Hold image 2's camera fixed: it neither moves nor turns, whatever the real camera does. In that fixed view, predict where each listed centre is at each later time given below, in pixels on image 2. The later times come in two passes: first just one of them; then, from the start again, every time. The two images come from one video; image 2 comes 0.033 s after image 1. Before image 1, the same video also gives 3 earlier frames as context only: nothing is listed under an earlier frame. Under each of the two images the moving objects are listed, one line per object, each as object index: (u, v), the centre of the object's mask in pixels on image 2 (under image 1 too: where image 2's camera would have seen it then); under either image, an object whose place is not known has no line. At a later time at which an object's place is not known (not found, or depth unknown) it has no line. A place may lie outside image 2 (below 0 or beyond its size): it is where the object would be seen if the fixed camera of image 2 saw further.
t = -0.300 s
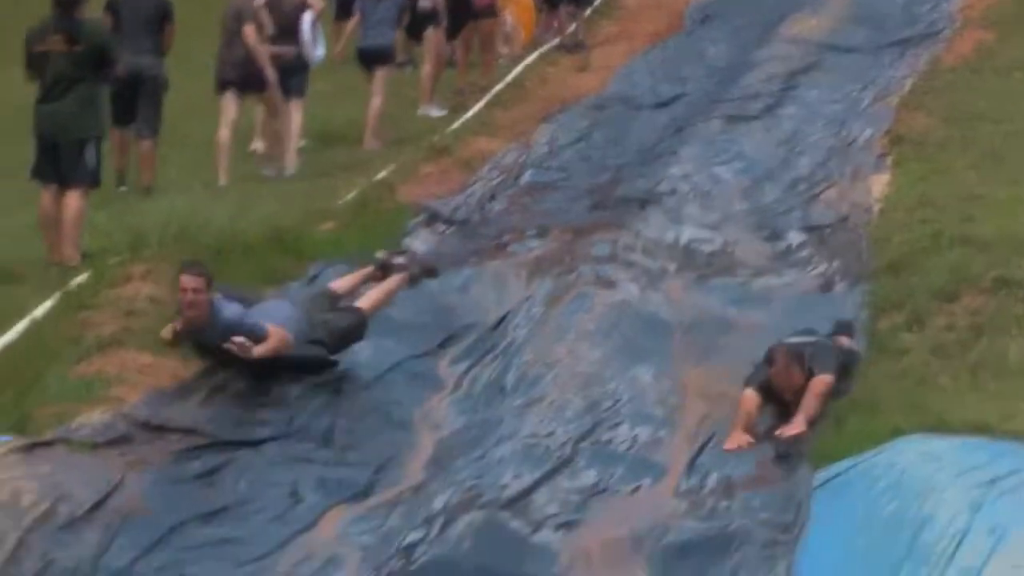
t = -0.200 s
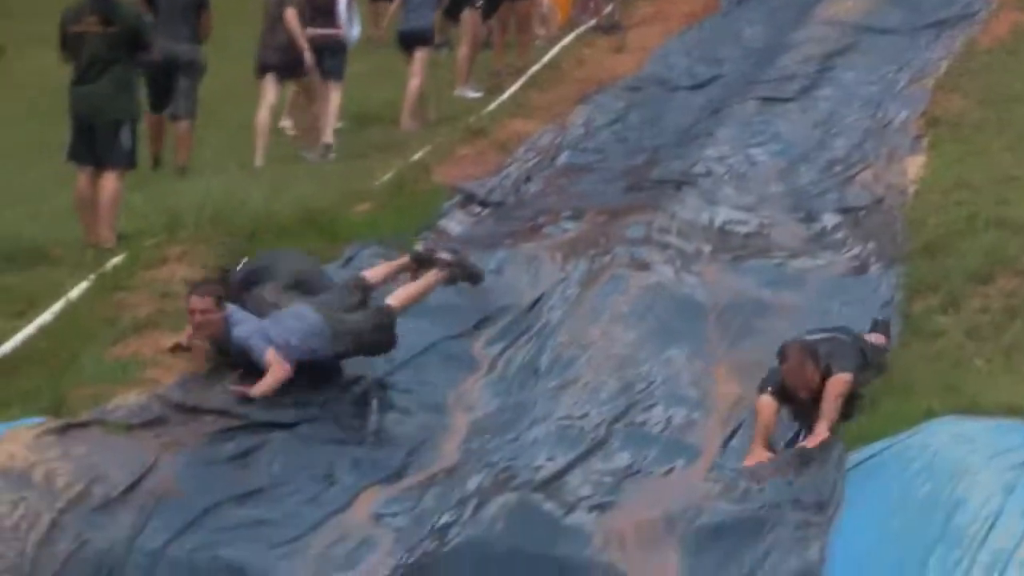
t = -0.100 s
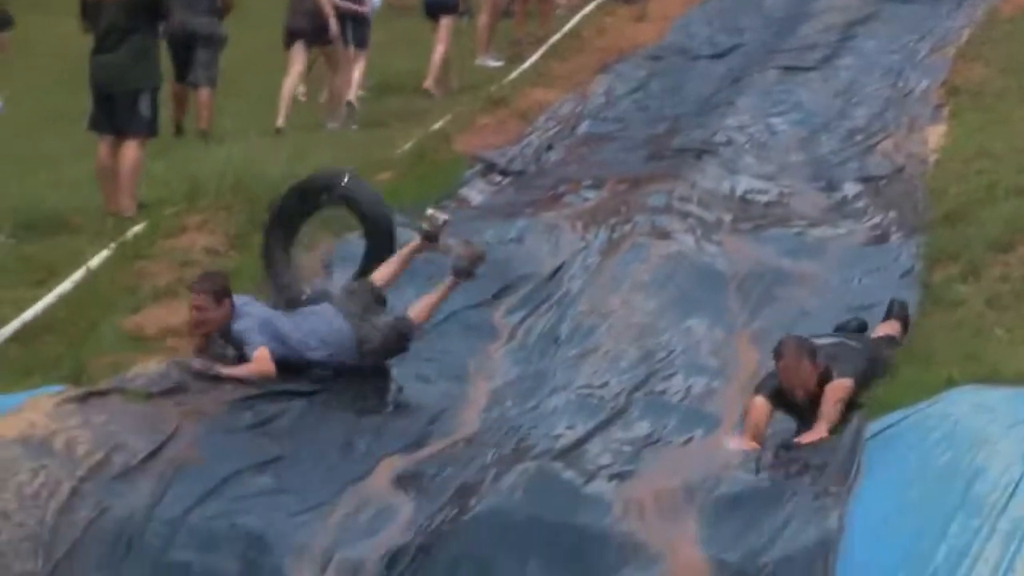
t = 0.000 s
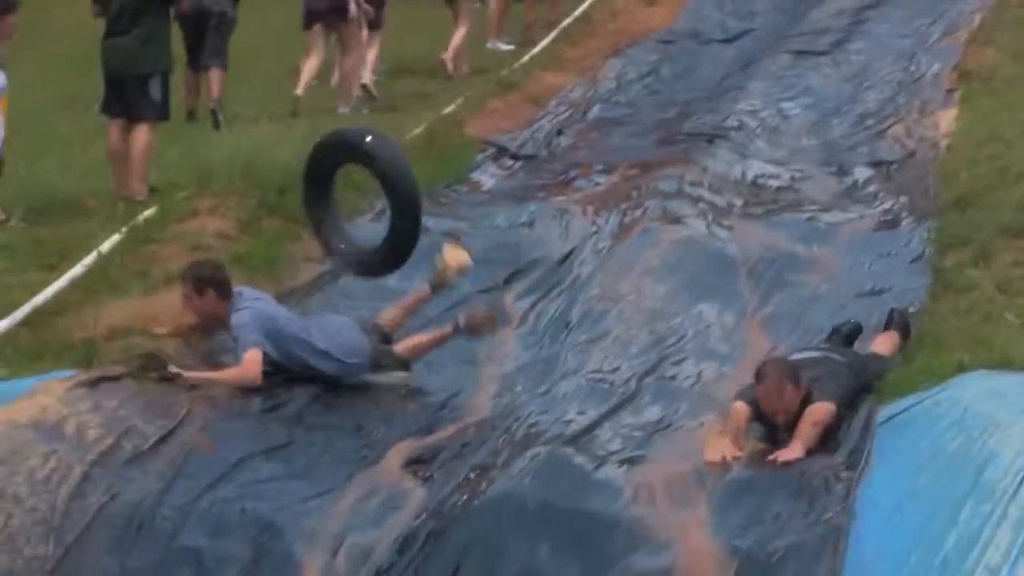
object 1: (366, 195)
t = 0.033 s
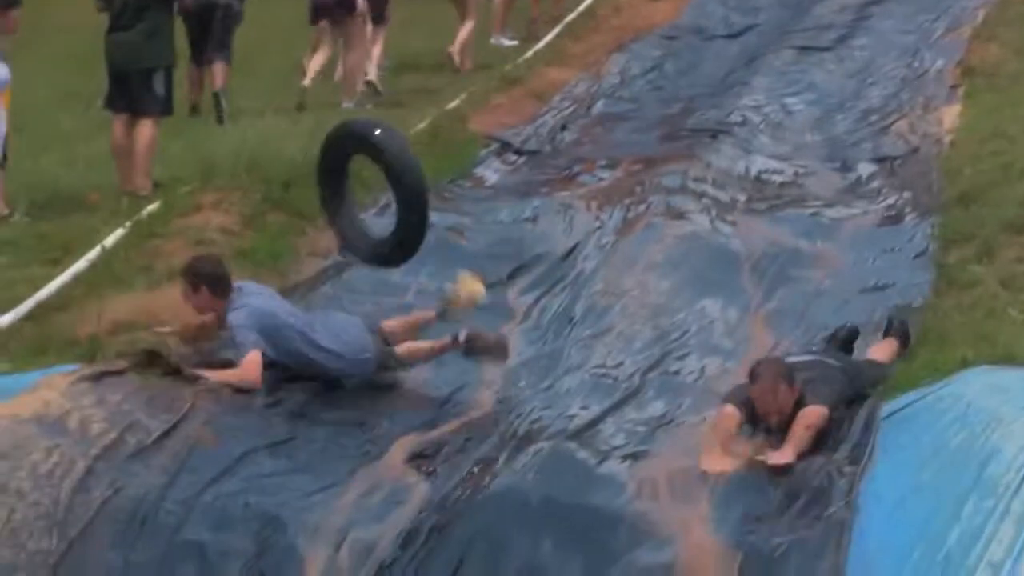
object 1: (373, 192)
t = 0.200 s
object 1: (408, 205)
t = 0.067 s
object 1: (379, 190)
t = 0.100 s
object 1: (387, 190)
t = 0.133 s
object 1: (394, 193)
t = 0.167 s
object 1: (401, 197)
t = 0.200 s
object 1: (408, 205)
